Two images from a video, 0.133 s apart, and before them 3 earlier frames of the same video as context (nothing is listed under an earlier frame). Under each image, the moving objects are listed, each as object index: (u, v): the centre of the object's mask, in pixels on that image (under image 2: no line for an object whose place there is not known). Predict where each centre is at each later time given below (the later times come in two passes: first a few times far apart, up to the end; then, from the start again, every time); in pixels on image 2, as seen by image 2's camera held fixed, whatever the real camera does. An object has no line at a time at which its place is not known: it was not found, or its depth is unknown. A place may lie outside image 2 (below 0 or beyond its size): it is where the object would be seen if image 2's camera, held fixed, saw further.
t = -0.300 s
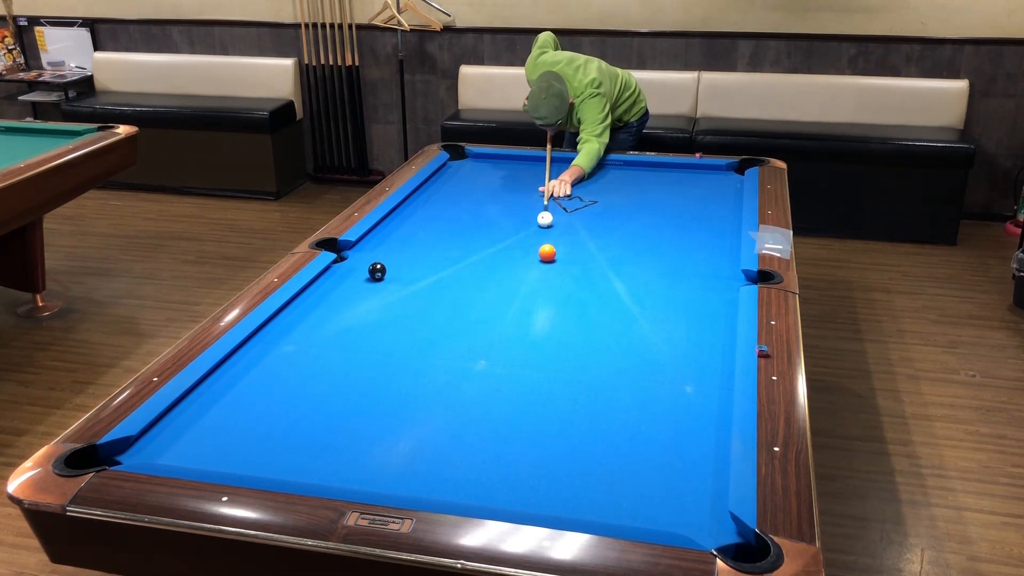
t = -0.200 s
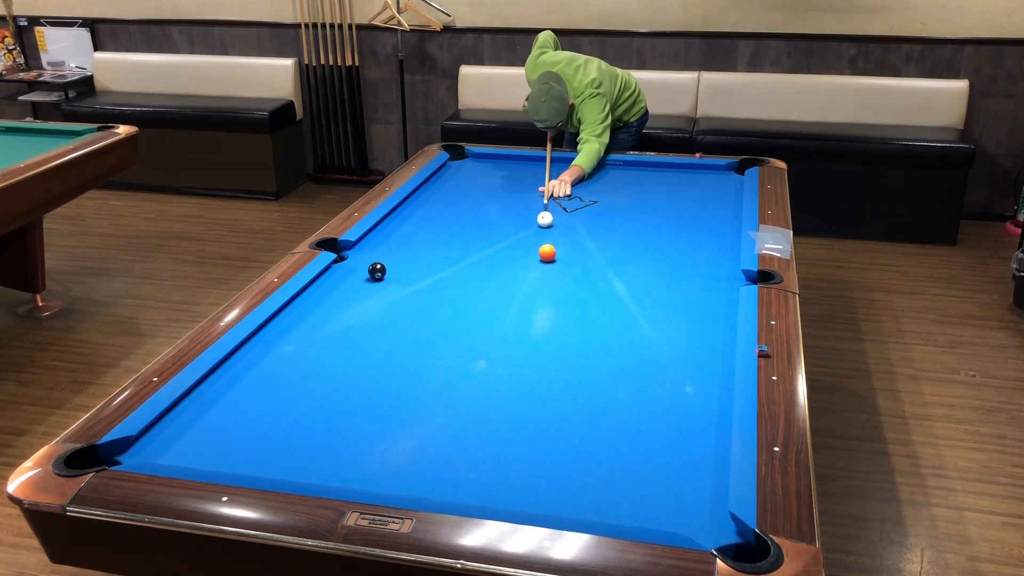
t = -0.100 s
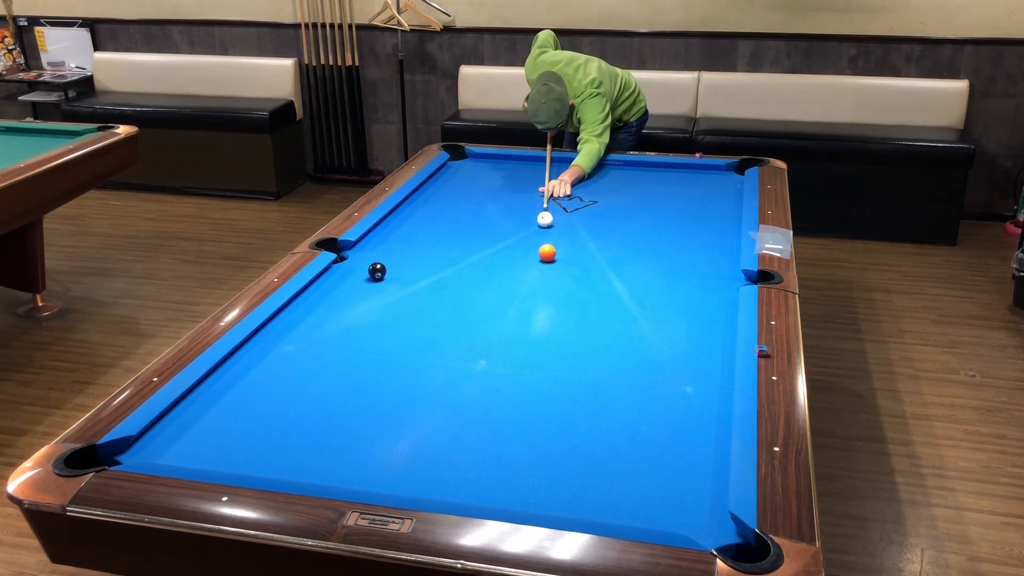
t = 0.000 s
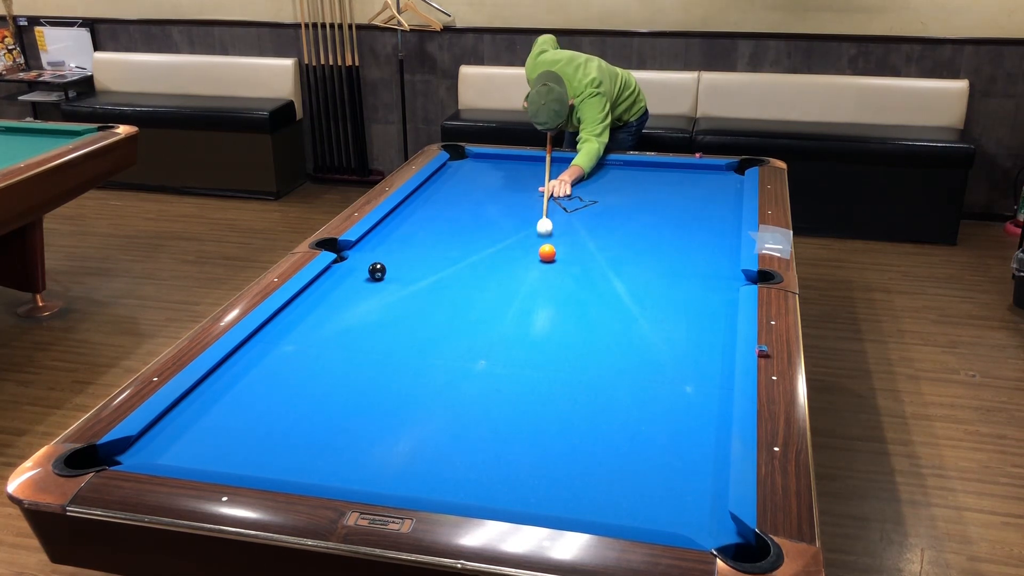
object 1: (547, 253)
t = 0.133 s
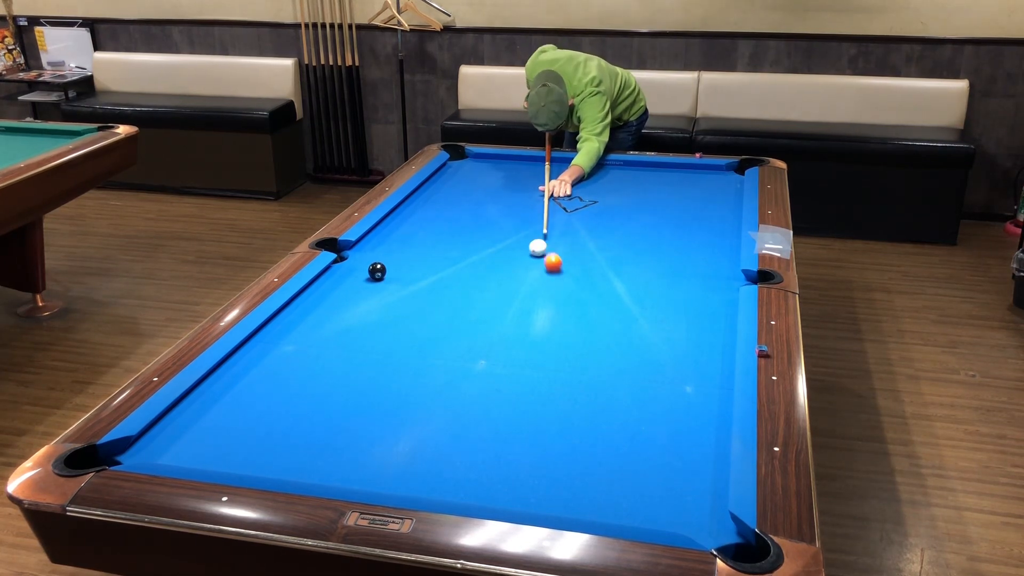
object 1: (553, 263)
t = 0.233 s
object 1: (565, 284)
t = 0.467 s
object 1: (592, 331)
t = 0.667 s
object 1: (618, 377)
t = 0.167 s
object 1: (557, 270)
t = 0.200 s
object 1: (561, 277)
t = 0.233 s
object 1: (565, 284)
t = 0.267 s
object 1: (569, 291)
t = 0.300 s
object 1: (573, 298)
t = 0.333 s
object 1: (577, 304)
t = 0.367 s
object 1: (581, 311)
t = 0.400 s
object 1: (584, 318)
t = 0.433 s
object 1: (588, 324)
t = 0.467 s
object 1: (592, 331)
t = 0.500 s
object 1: (596, 338)
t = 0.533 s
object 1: (600, 345)
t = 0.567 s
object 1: (604, 353)
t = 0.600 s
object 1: (609, 361)
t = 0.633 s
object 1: (614, 368)
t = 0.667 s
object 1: (618, 377)
